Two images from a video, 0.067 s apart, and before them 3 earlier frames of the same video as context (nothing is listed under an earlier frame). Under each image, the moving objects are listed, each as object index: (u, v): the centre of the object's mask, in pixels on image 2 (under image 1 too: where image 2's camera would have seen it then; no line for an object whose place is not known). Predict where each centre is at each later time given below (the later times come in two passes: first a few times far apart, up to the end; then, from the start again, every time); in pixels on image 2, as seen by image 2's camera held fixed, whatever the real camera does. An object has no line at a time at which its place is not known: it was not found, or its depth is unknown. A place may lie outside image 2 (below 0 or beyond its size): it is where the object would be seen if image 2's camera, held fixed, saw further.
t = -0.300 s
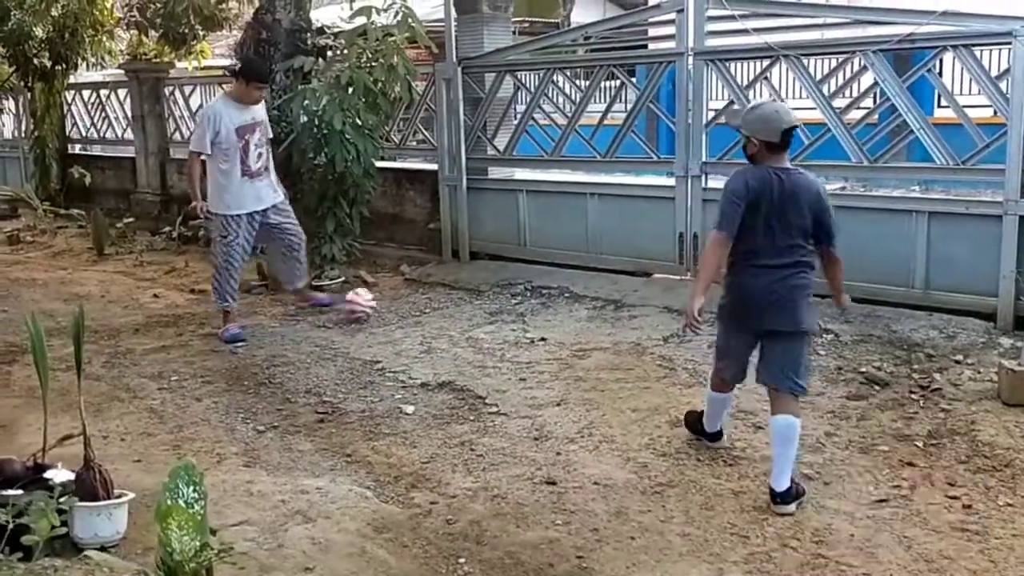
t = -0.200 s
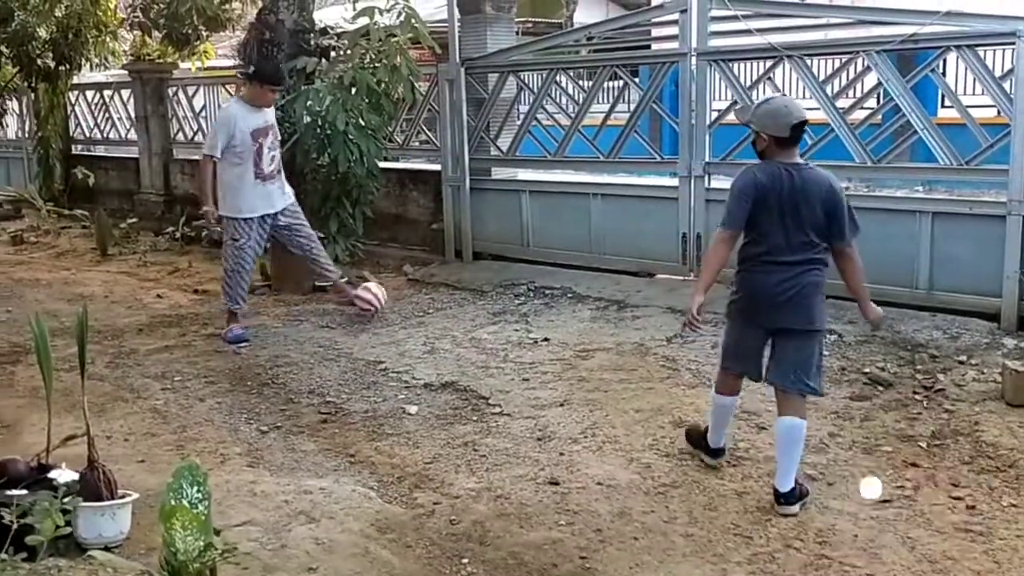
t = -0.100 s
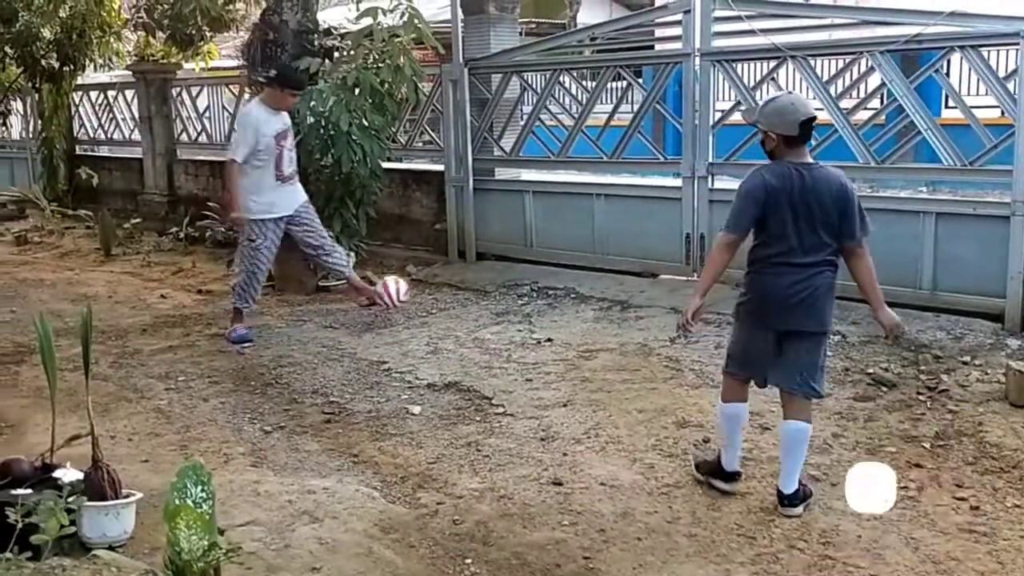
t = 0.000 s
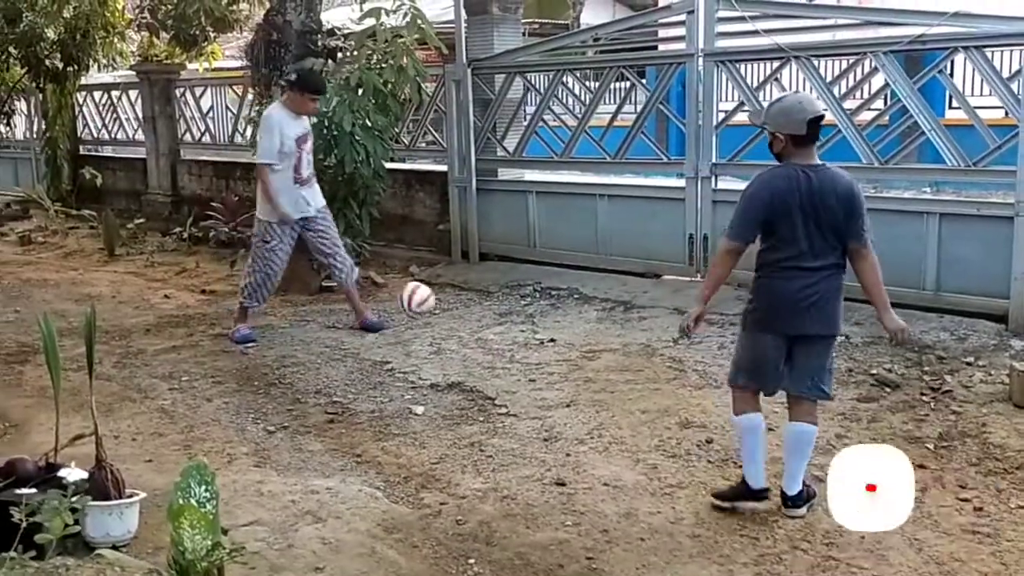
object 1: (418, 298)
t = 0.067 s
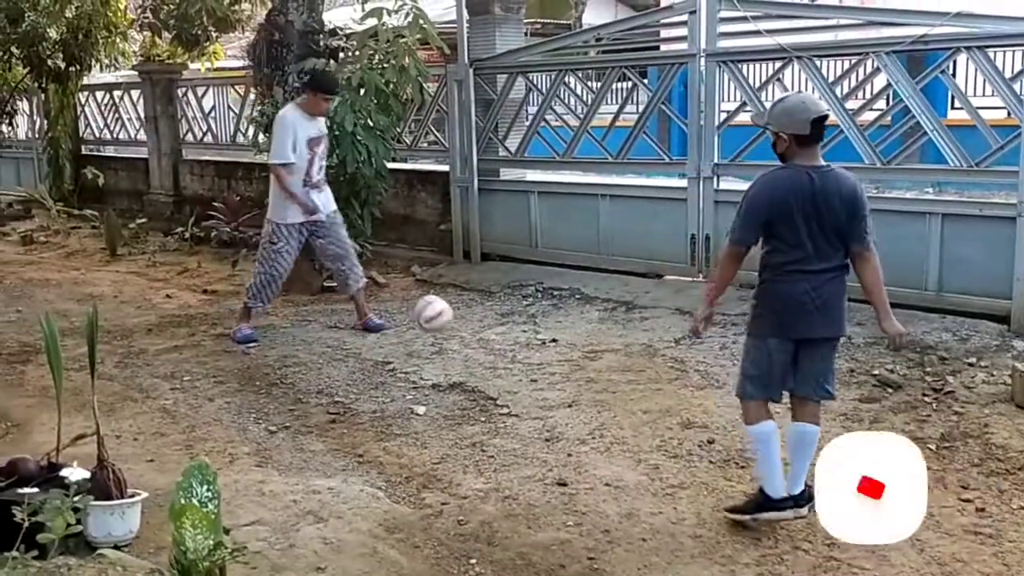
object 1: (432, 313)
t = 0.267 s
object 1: (472, 352)
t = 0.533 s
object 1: (516, 421)
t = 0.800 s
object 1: (540, 457)
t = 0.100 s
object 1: (441, 326)
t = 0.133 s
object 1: (449, 338)
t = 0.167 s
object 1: (458, 358)
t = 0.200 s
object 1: (463, 357)
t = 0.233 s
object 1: (467, 353)
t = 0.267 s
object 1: (472, 352)
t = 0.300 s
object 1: (476, 352)
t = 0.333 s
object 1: (480, 355)
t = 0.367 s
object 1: (486, 359)
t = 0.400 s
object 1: (491, 365)
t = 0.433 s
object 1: (498, 374)
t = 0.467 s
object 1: (503, 387)
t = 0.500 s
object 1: (510, 405)
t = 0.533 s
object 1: (516, 421)
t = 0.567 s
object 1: (518, 419)
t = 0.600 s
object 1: (521, 417)
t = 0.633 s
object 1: (523, 416)
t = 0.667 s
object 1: (526, 418)
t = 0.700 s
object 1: (529, 422)
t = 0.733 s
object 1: (533, 430)
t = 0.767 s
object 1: (537, 442)
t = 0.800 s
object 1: (540, 457)
